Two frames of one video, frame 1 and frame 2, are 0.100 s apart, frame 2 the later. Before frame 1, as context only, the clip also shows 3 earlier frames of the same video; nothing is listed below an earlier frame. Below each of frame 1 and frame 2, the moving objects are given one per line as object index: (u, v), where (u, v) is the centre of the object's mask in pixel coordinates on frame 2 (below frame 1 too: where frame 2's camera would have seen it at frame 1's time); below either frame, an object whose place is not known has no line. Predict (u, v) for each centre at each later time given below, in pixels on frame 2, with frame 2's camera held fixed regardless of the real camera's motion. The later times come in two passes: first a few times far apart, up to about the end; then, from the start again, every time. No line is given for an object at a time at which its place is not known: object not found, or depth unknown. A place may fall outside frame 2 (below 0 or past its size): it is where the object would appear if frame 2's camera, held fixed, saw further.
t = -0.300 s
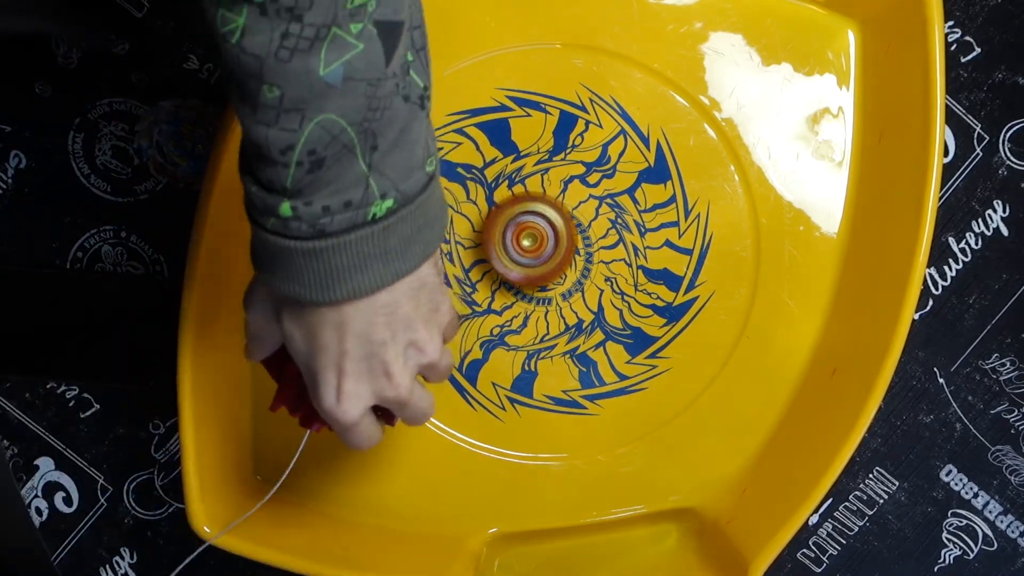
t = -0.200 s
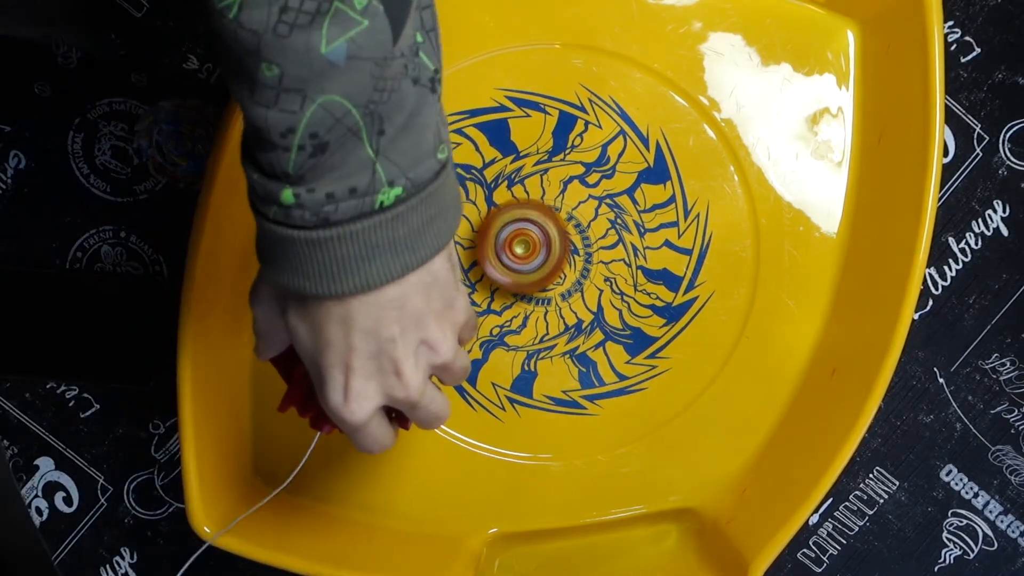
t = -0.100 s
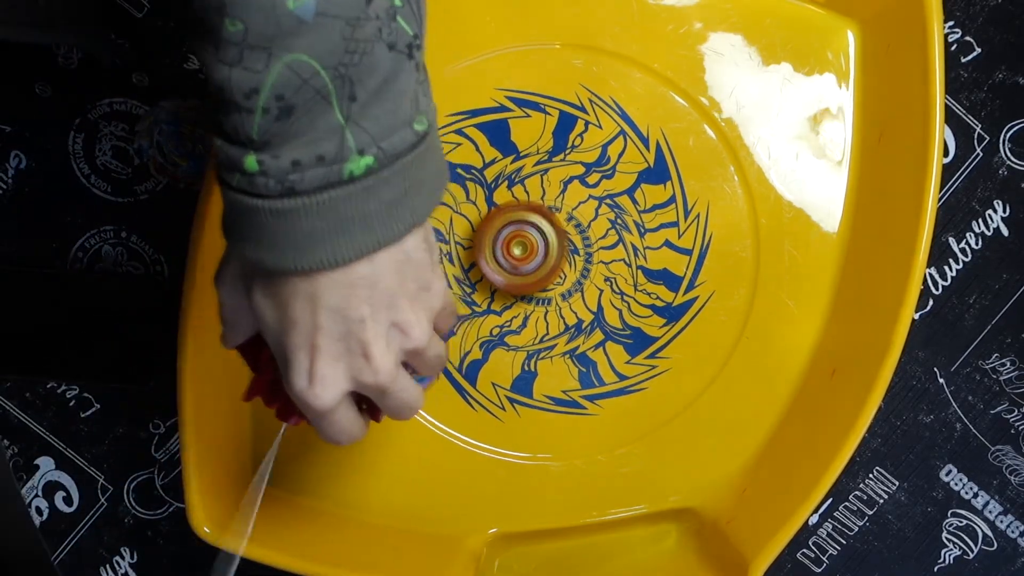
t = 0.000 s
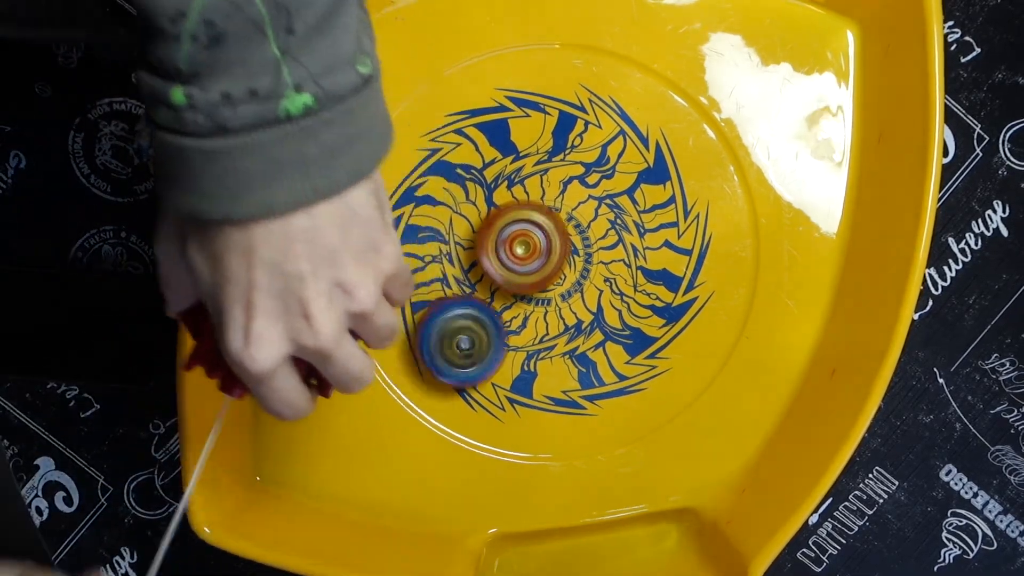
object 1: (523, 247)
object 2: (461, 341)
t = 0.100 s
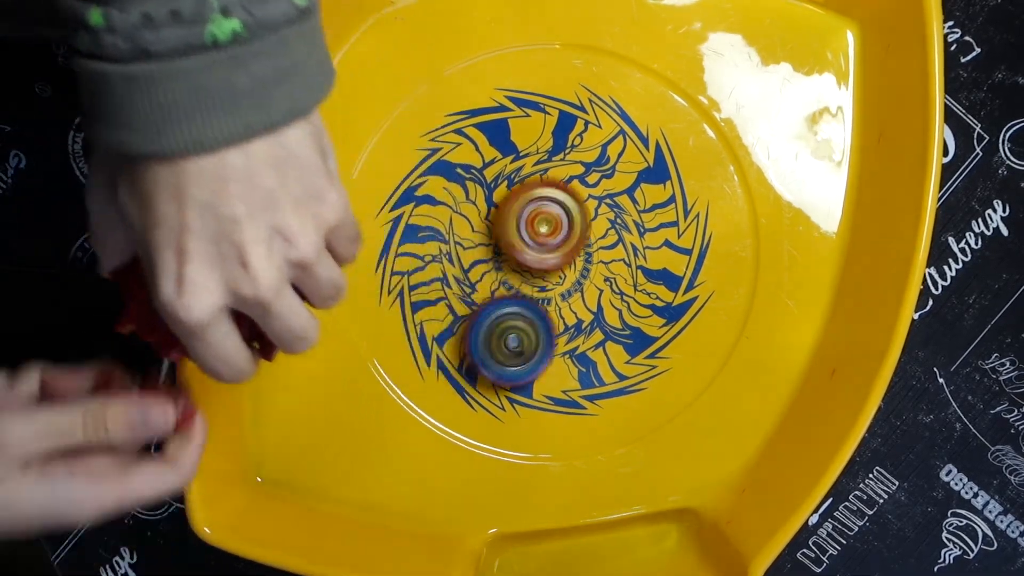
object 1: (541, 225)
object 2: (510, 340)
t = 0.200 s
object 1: (554, 212)
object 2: (562, 318)
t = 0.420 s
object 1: (556, 118)
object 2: (670, 267)
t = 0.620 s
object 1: (546, 99)
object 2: (681, 148)
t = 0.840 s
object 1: (372, 114)
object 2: (685, 109)
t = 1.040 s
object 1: (314, 210)
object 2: (686, 176)
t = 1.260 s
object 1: (386, 315)
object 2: (643, 234)
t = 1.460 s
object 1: (477, 333)
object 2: (584, 298)
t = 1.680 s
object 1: (473, 312)
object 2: (638, 343)
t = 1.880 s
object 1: (491, 294)
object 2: (631, 302)
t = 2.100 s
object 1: (378, 218)
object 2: (646, 294)
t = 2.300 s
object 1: (338, 206)
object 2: (667, 273)
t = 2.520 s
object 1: (426, 226)
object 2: (584, 252)
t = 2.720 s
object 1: (445, 140)
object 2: (572, 358)
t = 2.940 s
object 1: (509, 125)
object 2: (625, 430)
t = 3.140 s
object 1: (564, 171)
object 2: (631, 409)
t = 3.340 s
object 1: (588, 231)
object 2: (589, 324)
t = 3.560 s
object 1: (657, 84)
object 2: (473, 379)
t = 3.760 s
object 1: (644, 80)
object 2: (412, 347)
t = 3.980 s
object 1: (611, 101)
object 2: (396, 277)
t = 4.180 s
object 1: (555, 142)
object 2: (439, 210)
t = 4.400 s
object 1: (649, 182)
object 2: (437, 188)
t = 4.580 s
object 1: (676, 213)
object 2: (491, 198)
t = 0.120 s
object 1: (547, 221)
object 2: (521, 338)
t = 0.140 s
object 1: (549, 218)
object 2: (530, 335)
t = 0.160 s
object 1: (550, 215)
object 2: (541, 330)
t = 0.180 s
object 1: (551, 214)
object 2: (552, 324)
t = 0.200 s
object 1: (554, 212)
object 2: (562, 318)
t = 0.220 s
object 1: (555, 210)
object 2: (573, 310)
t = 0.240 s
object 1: (555, 208)
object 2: (584, 303)
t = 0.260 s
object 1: (557, 195)
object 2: (594, 302)
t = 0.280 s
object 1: (558, 183)
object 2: (605, 302)
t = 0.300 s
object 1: (559, 170)
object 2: (617, 300)
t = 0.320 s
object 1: (559, 160)
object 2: (628, 296)
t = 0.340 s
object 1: (559, 149)
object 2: (636, 294)
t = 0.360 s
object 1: (559, 141)
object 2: (646, 288)
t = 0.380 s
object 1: (559, 132)
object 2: (655, 282)
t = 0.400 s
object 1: (558, 125)
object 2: (663, 275)
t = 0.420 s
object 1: (556, 118)
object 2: (670, 267)
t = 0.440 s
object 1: (555, 113)
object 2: (674, 257)
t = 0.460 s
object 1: (553, 108)
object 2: (678, 247)
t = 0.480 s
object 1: (551, 104)
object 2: (682, 238)
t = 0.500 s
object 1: (551, 102)
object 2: (686, 226)
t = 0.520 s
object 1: (549, 99)
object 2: (688, 214)
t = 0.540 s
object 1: (549, 98)
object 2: (689, 201)
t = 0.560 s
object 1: (548, 97)
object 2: (688, 188)
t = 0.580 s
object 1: (548, 97)
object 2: (687, 175)
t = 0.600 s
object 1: (546, 99)
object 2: (685, 162)
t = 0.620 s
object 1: (546, 99)
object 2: (681, 148)
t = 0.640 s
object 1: (546, 101)
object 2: (676, 134)
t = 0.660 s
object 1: (545, 102)
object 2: (668, 121)
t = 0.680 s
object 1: (544, 104)
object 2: (660, 109)
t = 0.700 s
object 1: (543, 106)
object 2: (650, 98)
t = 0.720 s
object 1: (529, 104)
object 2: (649, 91)
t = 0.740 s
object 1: (500, 101)
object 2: (660, 87)
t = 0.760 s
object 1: (468, 101)
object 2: (671, 85)
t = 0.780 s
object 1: (440, 101)
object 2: (679, 88)
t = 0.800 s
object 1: (417, 100)
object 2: (682, 94)
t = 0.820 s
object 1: (393, 105)
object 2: (682, 103)
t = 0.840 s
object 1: (372, 114)
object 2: (685, 109)
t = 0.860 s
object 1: (360, 121)
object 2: (685, 116)
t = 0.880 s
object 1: (345, 132)
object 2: (685, 123)
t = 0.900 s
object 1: (334, 142)
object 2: (687, 130)
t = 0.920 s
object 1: (328, 151)
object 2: (687, 136)
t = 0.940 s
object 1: (321, 162)
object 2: (687, 144)
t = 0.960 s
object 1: (317, 172)
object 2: (687, 151)
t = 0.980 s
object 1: (316, 180)
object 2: (687, 157)
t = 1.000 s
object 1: (313, 192)
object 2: (686, 163)
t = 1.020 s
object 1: (312, 202)
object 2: (686, 170)
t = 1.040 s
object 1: (314, 210)
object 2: (686, 176)
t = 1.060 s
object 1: (316, 222)
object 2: (684, 182)
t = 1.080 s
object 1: (320, 232)
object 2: (682, 189)
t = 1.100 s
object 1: (325, 241)
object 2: (680, 194)
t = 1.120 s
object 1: (330, 254)
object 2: (677, 199)
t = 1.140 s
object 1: (337, 264)
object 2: (673, 205)
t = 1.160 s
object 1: (344, 274)
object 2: (670, 209)
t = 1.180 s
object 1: (351, 285)
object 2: (665, 214)
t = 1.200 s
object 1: (360, 294)
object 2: (660, 218)
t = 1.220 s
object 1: (368, 300)
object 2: (655, 223)
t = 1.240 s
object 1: (375, 311)
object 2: (649, 228)
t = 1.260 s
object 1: (386, 315)
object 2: (643, 234)
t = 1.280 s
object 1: (393, 319)
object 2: (637, 239)
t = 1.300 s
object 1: (401, 325)
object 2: (631, 245)
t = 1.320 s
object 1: (409, 328)
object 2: (626, 251)
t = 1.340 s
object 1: (416, 330)
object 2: (620, 256)
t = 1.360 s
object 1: (425, 332)
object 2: (613, 263)
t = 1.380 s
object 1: (435, 333)
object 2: (607, 270)
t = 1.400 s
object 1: (446, 333)
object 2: (601, 276)
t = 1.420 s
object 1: (456, 334)
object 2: (594, 285)
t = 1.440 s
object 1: (468, 333)
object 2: (590, 291)
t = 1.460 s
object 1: (477, 333)
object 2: (584, 298)
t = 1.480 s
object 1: (487, 332)
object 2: (580, 307)
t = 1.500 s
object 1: (485, 330)
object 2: (585, 311)
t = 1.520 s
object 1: (479, 330)
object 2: (592, 316)
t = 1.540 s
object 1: (476, 329)
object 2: (599, 322)
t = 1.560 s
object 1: (472, 326)
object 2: (606, 326)
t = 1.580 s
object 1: (471, 323)
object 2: (611, 332)
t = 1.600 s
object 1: (471, 321)
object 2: (618, 336)
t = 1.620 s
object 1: (470, 320)
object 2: (624, 340)
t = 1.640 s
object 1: (471, 317)
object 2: (630, 342)
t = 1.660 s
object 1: (471, 314)
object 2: (634, 343)
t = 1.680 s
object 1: (473, 312)
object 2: (638, 343)
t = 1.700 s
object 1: (475, 308)
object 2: (644, 343)
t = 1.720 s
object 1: (476, 307)
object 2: (645, 341)
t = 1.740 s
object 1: (479, 305)
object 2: (647, 339)
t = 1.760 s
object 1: (480, 303)
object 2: (648, 334)
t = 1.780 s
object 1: (483, 301)
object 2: (647, 331)
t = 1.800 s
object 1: (485, 300)
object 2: (646, 326)
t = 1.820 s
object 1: (486, 299)
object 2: (644, 320)
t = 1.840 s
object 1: (488, 297)
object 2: (641, 314)
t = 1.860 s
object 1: (489, 294)
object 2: (638, 308)
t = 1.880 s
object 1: (491, 294)
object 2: (631, 302)
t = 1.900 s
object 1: (493, 291)
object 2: (626, 296)
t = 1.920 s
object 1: (494, 290)
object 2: (618, 291)
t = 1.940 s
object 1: (495, 288)
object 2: (610, 286)
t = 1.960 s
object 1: (497, 285)
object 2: (602, 281)
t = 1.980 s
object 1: (497, 281)
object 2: (595, 278)
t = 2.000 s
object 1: (478, 271)
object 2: (603, 279)
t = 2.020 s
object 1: (456, 258)
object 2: (614, 284)
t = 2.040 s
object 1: (433, 246)
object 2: (624, 286)
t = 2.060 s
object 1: (414, 236)
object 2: (632, 290)
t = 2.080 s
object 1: (396, 227)
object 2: (639, 291)
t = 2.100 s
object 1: (378, 218)
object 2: (646, 294)
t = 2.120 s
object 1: (365, 210)
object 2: (652, 294)
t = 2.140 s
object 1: (351, 205)
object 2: (658, 294)
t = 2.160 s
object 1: (344, 202)
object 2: (661, 293)
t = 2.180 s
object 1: (337, 199)
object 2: (666, 292)
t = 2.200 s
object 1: (334, 199)
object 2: (669, 289)
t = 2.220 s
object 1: (332, 199)
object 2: (670, 288)
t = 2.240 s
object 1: (332, 200)
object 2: (671, 284)
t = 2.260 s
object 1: (333, 202)
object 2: (671, 282)
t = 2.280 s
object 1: (334, 204)
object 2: (669, 277)
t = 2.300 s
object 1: (338, 206)
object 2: (667, 273)
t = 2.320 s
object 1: (342, 209)
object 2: (662, 270)
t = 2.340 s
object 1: (348, 211)
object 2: (658, 266)
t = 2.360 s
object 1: (355, 215)
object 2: (652, 261)
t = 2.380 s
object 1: (363, 218)
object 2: (646, 258)
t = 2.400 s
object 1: (372, 221)
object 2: (638, 256)
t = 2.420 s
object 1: (380, 223)
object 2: (629, 253)
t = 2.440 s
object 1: (389, 226)
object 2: (620, 252)
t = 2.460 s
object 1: (399, 226)
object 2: (613, 250)
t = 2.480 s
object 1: (407, 226)
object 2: (603, 250)
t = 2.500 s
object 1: (417, 226)
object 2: (594, 250)
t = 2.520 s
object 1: (426, 226)
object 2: (584, 252)
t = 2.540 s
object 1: (436, 224)
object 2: (574, 253)
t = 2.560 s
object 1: (445, 222)
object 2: (564, 257)
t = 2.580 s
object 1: (453, 221)
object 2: (553, 259)
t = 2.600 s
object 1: (462, 220)
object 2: (546, 263)
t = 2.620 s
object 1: (460, 208)
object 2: (544, 277)
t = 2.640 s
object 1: (454, 193)
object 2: (551, 295)
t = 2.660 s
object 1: (450, 177)
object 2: (554, 313)
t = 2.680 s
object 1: (446, 164)
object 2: (560, 328)
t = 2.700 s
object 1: (445, 150)
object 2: (566, 343)
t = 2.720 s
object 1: (445, 140)
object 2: (572, 358)
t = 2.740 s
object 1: (449, 131)
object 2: (579, 370)
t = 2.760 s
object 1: (451, 127)
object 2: (584, 382)
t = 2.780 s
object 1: (459, 122)
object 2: (590, 390)
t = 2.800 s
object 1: (464, 121)
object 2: (596, 400)
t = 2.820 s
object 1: (470, 120)
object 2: (600, 406)
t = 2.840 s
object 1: (476, 120)
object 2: (607, 413)
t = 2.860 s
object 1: (483, 120)
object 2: (610, 419)
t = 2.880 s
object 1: (490, 120)
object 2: (615, 422)
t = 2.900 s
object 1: (497, 121)
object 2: (619, 427)
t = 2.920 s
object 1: (502, 123)
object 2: (621, 428)
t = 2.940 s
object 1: (509, 125)
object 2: (625, 430)
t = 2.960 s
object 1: (516, 128)
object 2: (627, 430)
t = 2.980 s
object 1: (522, 131)
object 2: (628, 429)
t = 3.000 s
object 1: (528, 136)
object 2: (630, 430)
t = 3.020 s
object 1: (534, 140)
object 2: (630, 428)
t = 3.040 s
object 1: (540, 145)
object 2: (632, 426)
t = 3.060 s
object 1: (545, 149)
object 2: (632, 426)
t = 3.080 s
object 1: (550, 154)
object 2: (632, 422)
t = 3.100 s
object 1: (555, 159)
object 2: (632, 419)
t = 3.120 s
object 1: (560, 165)
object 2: (632, 415)
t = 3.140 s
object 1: (564, 171)
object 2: (631, 409)
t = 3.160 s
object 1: (568, 176)
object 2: (630, 404)
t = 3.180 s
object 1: (571, 182)
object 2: (627, 396)
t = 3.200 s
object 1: (575, 188)
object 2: (626, 390)
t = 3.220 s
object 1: (577, 194)
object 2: (622, 382)
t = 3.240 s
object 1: (580, 201)
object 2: (617, 372)
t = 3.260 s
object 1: (582, 207)
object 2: (613, 361)
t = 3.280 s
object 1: (585, 213)
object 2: (608, 353)
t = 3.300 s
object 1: (585, 219)
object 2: (602, 342)
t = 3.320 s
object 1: (587, 224)
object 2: (596, 332)
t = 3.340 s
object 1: (588, 231)
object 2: (589, 324)
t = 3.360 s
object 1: (595, 218)
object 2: (576, 331)
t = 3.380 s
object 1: (603, 198)
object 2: (563, 345)
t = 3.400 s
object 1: (614, 178)
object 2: (549, 354)
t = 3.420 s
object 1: (623, 159)
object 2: (536, 361)
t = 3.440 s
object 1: (631, 143)
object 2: (527, 368)
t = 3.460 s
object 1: (638, 127)
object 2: (514, 373)
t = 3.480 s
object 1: (643, 115)
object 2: (505, 376)
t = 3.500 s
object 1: (649, 103)
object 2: (497, 378)
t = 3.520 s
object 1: (653, 94)
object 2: (489, 380)
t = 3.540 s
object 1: (655, 88)
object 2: (481, 380)
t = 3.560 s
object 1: (657, 84)
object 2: (473, 379)
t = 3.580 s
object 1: (657, 81)
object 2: (466, 379)
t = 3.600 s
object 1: (655, 80)
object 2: (459, 378)
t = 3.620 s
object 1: (654, 79)
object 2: (451, 376)
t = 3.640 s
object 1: (654, 79)
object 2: (444, 373)
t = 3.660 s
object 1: (652, 79)
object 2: (438, 370)
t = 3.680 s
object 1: (651, 79)
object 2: (432, 367)
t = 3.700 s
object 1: (650, 79)
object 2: (425, 362)
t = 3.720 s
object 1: (648, 79)
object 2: (421, 357)
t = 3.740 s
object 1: (646, 79)
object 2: (417, 353)
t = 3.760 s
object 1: (644, 80)
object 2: (412, 347)
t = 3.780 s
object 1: (643, 80)
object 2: (408, 341)
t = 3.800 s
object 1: (642, 81)
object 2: (405, 335)
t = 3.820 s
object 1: (640, 81)
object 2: (402, 331)
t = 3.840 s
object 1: (638, 81)
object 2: (398, 323)
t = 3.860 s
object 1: (635, 83)
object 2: (397, 317)
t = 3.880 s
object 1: (631, 85)
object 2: (396, 311)
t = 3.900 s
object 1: (629, 87)
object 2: (395, 306)
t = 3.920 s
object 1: (625, 90)
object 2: (394, 298)
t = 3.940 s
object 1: (622, 93)
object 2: (394, 291)
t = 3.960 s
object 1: (617, 97)
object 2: (396, 284)
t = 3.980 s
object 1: (611, 101)
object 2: (396, 277)
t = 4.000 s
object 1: (605, 107)
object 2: (399, 269)
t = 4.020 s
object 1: (600, 112)
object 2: (401, 263)
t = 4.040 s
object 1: (595, 115)
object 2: (404, 257)
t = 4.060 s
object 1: (589, 119)
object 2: (407, 249)
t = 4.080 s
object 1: (583, 124)
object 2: (412, 242)
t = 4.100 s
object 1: (577, 128)
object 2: (416, 236)
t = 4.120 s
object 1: (570, 132)
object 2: (422, 229)
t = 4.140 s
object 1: (565, 136)
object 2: (426, 222)
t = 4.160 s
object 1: (560, 139)
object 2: (433, 216)
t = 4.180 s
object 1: (555, 142)
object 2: (439, 210)
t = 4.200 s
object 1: (550, 146)
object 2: (445, 205)
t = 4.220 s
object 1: (544, 150)
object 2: (450, 200)
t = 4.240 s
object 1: (539, 154)
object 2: (457, 194)
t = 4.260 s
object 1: (552, 157)
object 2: (451, 192)
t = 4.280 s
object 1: (569, 156)
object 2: (444, 194)
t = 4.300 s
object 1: (583, 157)
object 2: (437, 190)
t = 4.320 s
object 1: (602, 159)
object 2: (435, 187)
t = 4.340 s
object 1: (614, 162)
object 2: (434, 187)
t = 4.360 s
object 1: (628, 170)
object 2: (434, 189)
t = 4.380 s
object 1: (640, 175)
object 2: (435, 188)
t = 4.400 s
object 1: (649, 182)
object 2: (437, 188)
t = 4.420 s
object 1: (657, 187)
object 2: (443, 189)
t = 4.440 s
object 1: (662, 194)
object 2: (448, 190)
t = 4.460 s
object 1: (667, 200)
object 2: (454, 190)
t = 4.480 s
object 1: (670, 203)
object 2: (459, 191)
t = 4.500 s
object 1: (671, 206)
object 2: (466, 192)
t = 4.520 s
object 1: (672, 209)
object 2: (473, 193)
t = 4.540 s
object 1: (674, 211)
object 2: (479, 194)
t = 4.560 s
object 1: (675, 212)
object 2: (487, 196)
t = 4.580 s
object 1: (676, 213)
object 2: (491, 198)
